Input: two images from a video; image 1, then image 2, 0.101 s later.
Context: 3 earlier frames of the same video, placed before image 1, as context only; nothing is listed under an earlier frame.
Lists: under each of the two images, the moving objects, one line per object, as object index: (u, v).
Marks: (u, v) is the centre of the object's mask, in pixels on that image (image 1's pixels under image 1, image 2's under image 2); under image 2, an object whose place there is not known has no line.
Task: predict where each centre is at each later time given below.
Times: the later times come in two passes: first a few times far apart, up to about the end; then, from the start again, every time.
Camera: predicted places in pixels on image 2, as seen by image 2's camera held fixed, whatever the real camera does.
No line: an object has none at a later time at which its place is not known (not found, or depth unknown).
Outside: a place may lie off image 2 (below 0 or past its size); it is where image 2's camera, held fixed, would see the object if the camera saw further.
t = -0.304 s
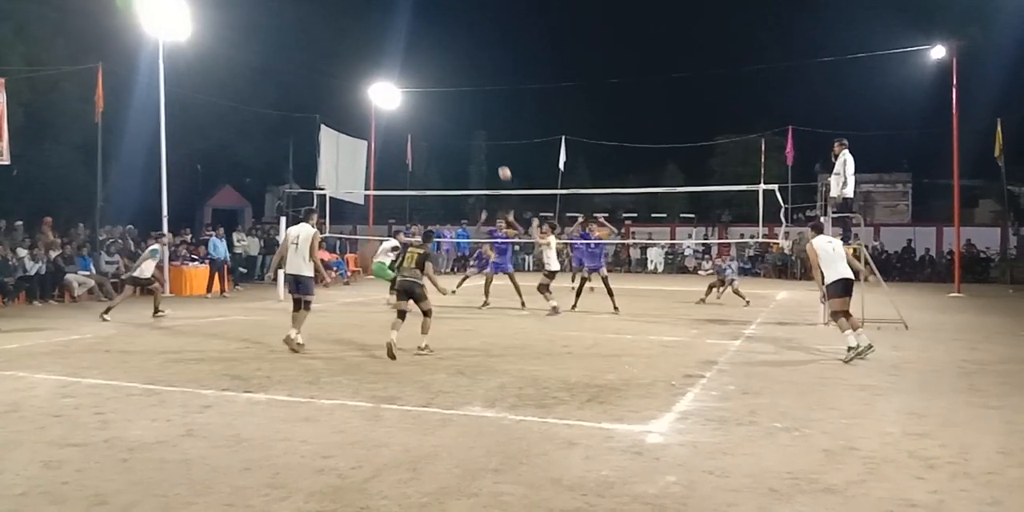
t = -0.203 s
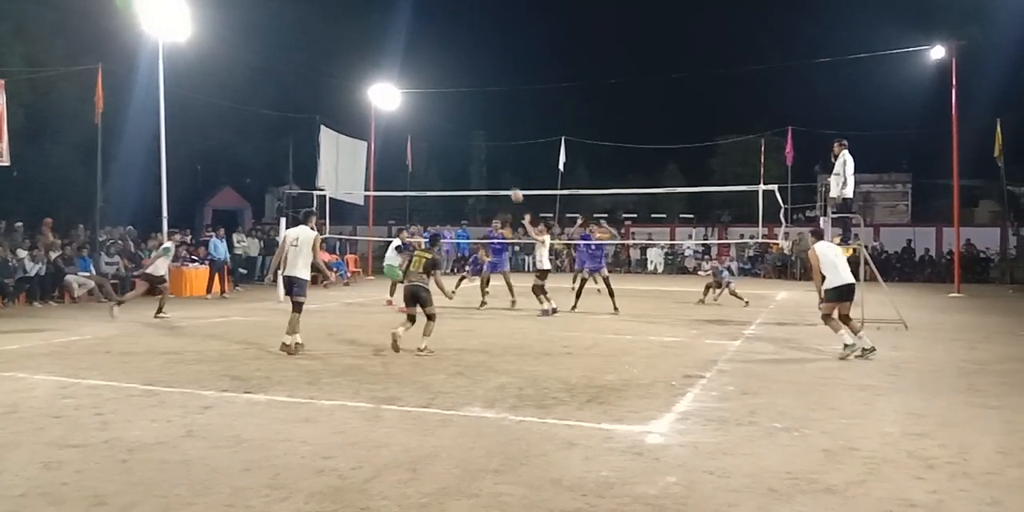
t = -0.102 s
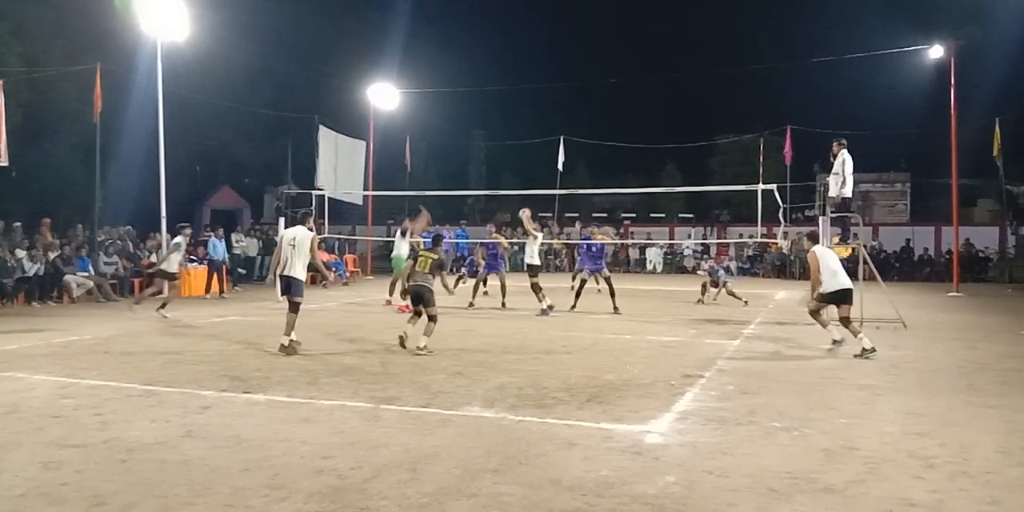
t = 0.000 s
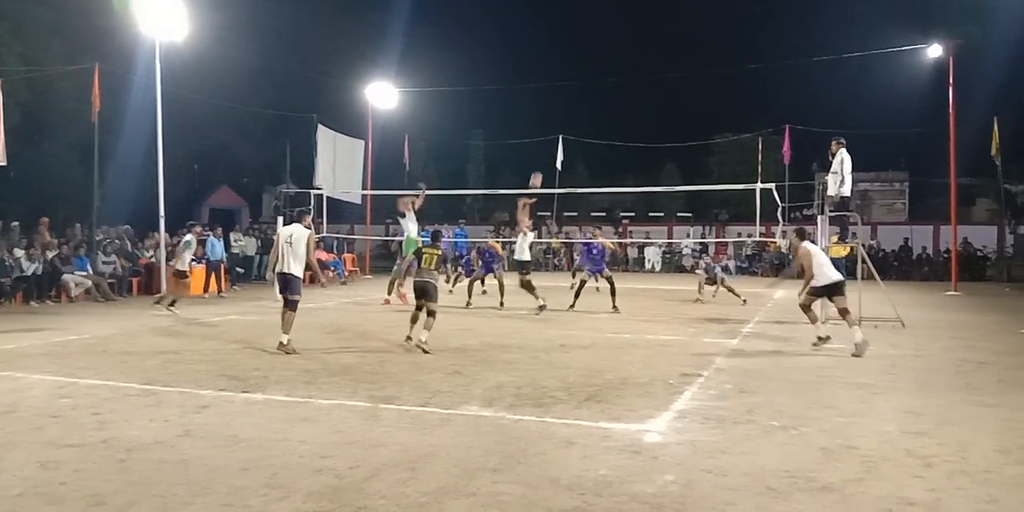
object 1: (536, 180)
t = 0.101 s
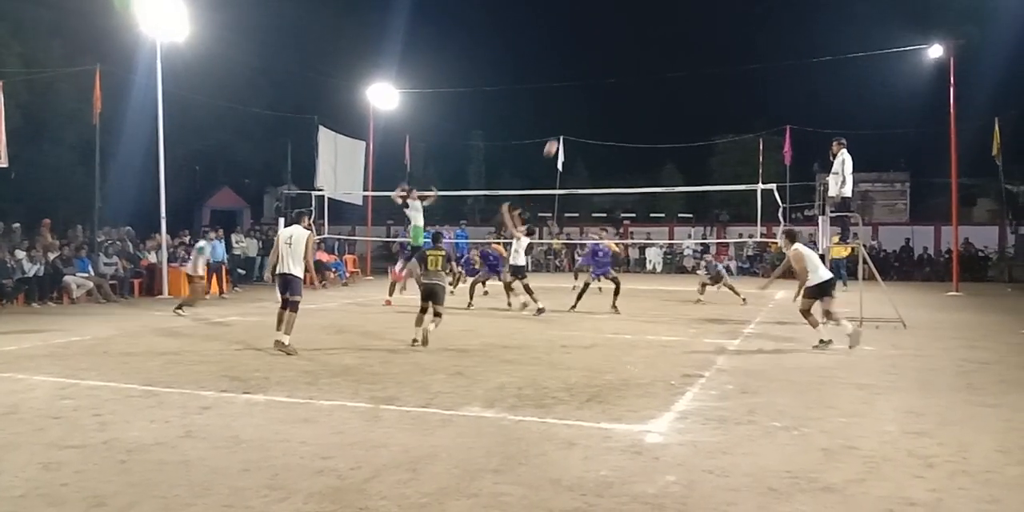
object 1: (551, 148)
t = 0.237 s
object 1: (570, 111)
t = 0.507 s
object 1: (609, 67)
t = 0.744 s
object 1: (644, 62)
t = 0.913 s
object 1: (668, 77)
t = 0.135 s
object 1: (556, 138)
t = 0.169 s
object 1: (560, 128)
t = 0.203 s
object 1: (565, 119)
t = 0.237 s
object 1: (570, 111)
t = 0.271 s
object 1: (575, 103)
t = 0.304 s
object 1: (580, 96)
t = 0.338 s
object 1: (584, 90)
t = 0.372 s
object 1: (589, 84)
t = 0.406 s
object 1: (594, 79)
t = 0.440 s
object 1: (599, 75)
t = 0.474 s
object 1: (605, 70)
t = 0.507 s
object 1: (609, 67)
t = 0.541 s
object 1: (614, 64)
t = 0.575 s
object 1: (619, 62)
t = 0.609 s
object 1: (624, 61)
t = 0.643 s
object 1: (629, 60)
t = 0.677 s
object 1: (634, 60)
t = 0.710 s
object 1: (639, 60)
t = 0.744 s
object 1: (644, 62)
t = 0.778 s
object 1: (649, 63)
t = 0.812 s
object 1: (654, 66)
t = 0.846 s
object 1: (659, 68)
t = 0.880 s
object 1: (663, 72)
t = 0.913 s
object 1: (668, 77)
